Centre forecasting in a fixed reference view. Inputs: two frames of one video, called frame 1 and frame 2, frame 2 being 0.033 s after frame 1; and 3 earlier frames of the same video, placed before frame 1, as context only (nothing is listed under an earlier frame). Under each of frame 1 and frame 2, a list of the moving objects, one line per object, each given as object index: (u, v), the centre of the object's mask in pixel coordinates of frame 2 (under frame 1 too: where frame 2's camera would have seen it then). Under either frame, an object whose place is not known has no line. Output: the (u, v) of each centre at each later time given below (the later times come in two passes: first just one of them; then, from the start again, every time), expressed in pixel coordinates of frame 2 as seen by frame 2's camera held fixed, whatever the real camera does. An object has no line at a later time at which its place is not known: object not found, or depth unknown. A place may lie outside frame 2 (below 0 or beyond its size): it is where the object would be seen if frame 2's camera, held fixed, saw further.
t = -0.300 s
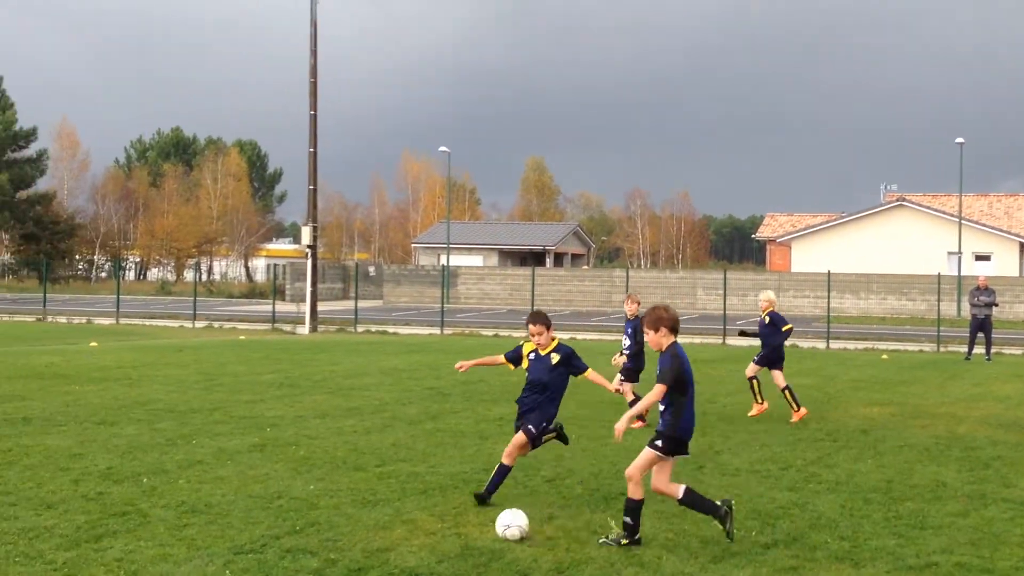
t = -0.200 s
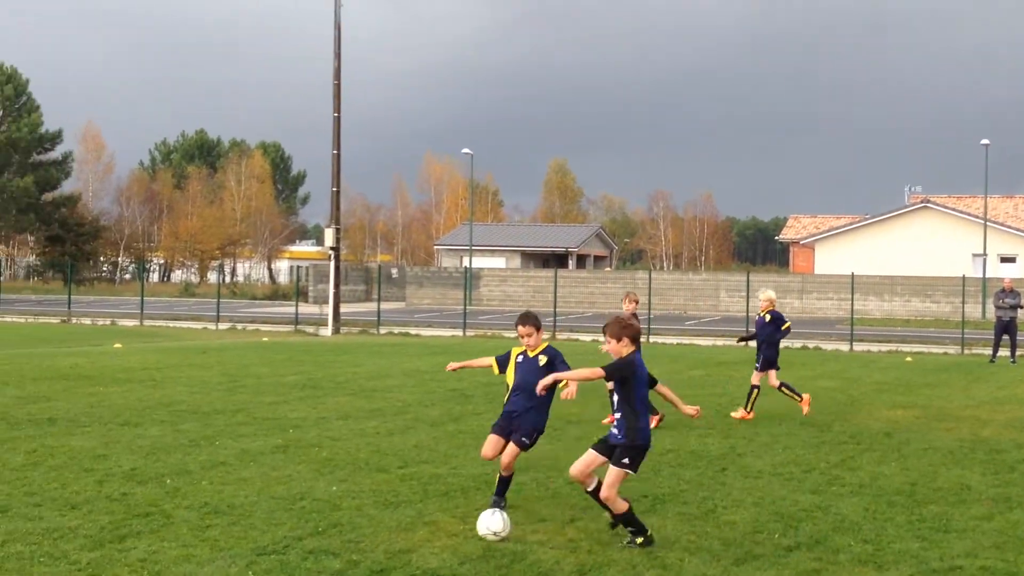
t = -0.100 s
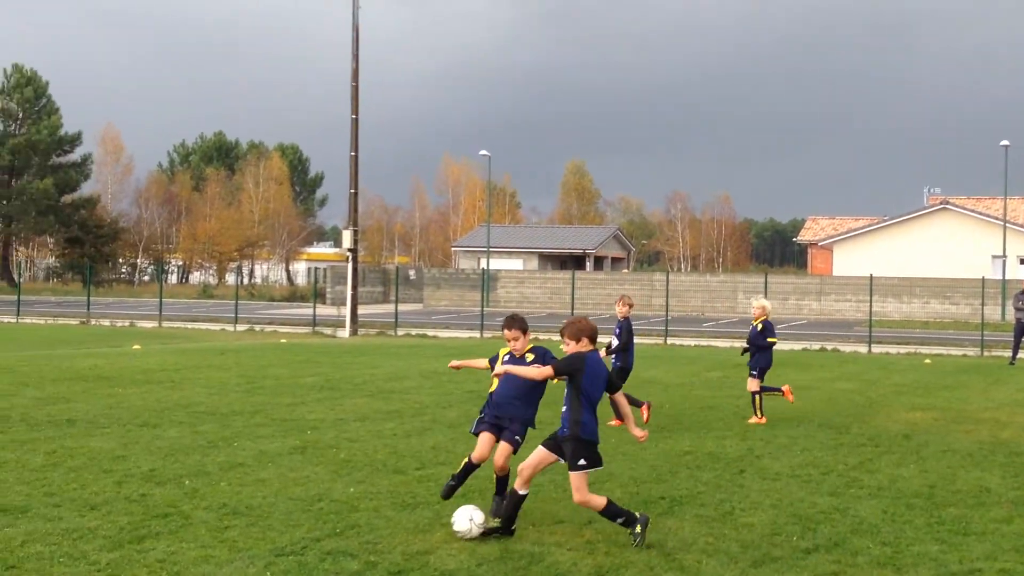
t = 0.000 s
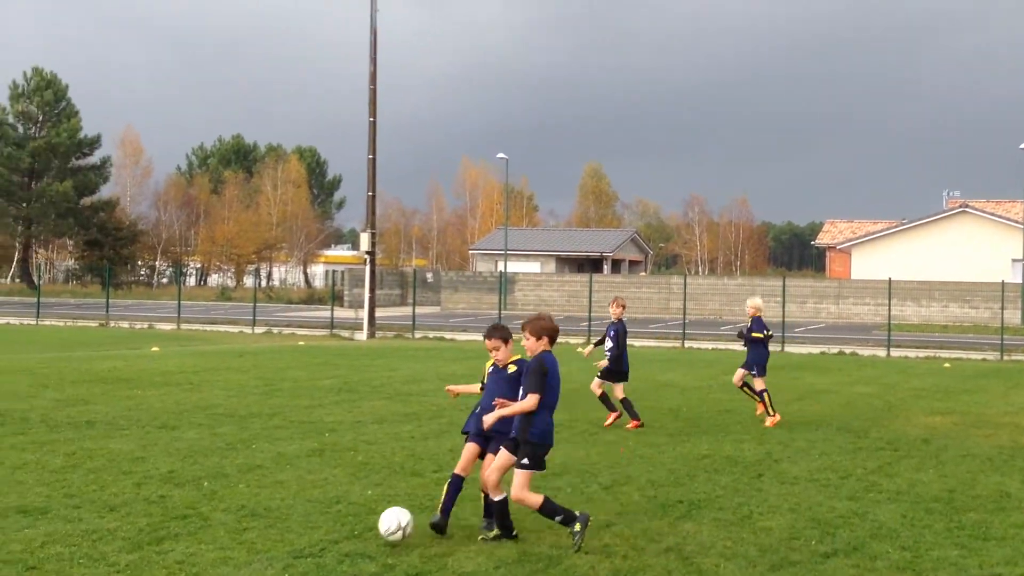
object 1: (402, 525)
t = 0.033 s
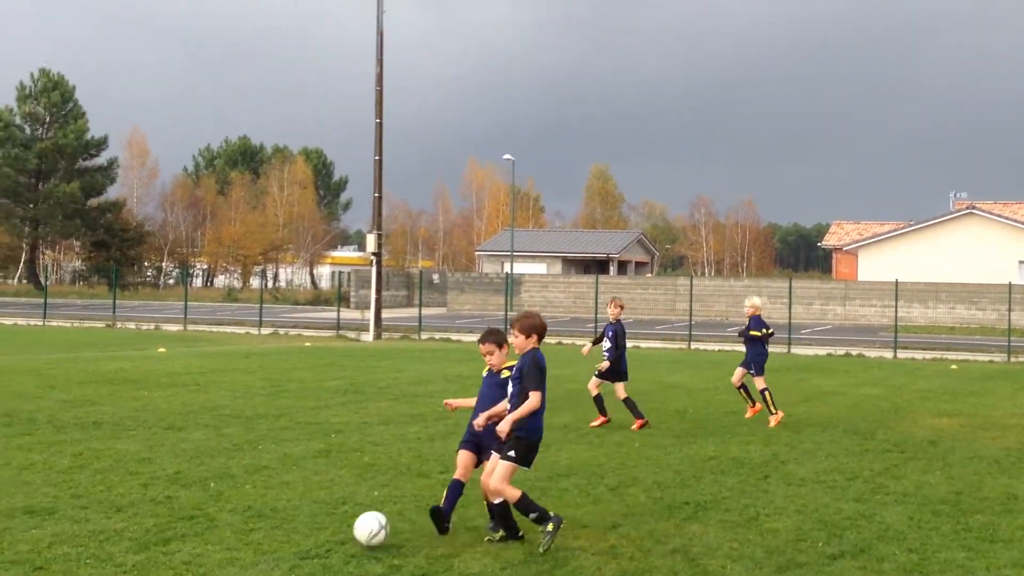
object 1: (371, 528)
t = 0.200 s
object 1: (231, 534)
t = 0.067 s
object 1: (340, 534)
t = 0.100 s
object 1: (309, 540)
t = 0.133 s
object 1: (284, 536)
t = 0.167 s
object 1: (257, 535)
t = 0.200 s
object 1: (231, 534)
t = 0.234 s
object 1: (203, 534)
